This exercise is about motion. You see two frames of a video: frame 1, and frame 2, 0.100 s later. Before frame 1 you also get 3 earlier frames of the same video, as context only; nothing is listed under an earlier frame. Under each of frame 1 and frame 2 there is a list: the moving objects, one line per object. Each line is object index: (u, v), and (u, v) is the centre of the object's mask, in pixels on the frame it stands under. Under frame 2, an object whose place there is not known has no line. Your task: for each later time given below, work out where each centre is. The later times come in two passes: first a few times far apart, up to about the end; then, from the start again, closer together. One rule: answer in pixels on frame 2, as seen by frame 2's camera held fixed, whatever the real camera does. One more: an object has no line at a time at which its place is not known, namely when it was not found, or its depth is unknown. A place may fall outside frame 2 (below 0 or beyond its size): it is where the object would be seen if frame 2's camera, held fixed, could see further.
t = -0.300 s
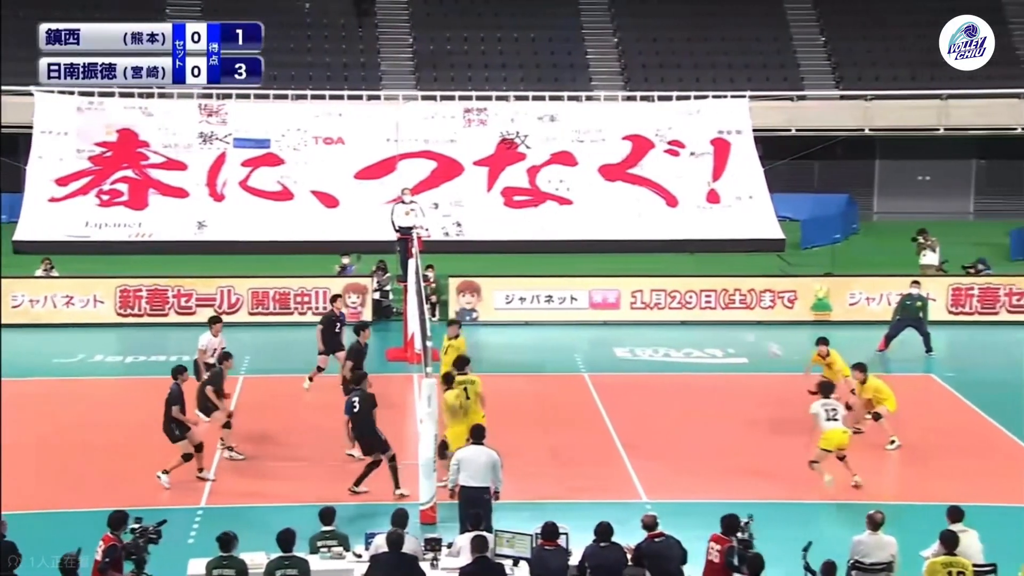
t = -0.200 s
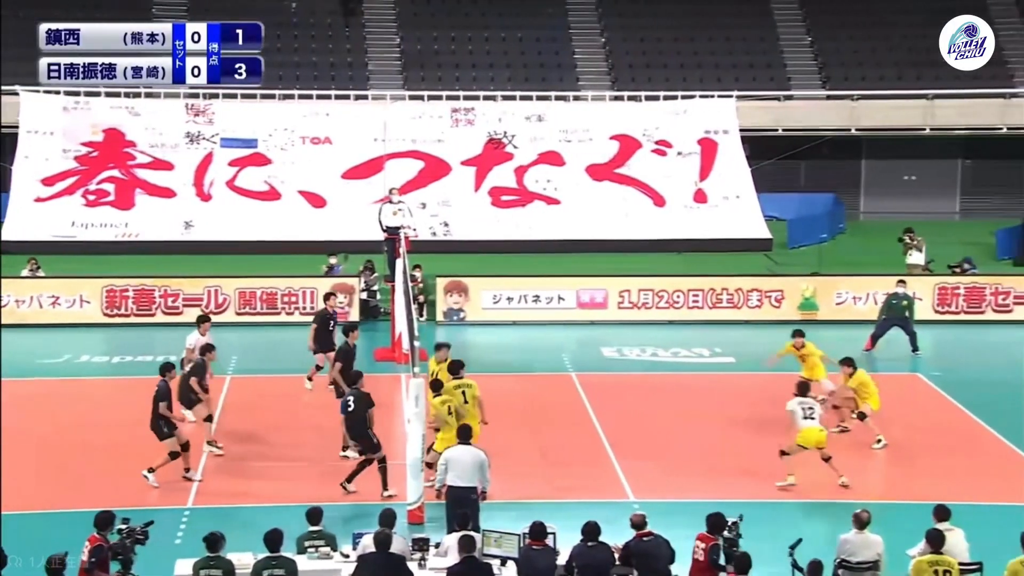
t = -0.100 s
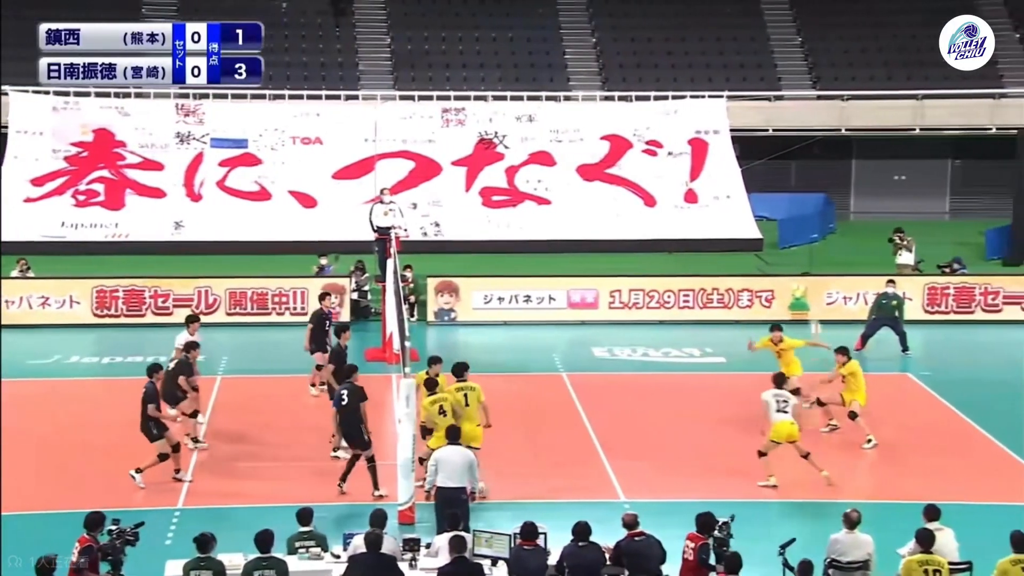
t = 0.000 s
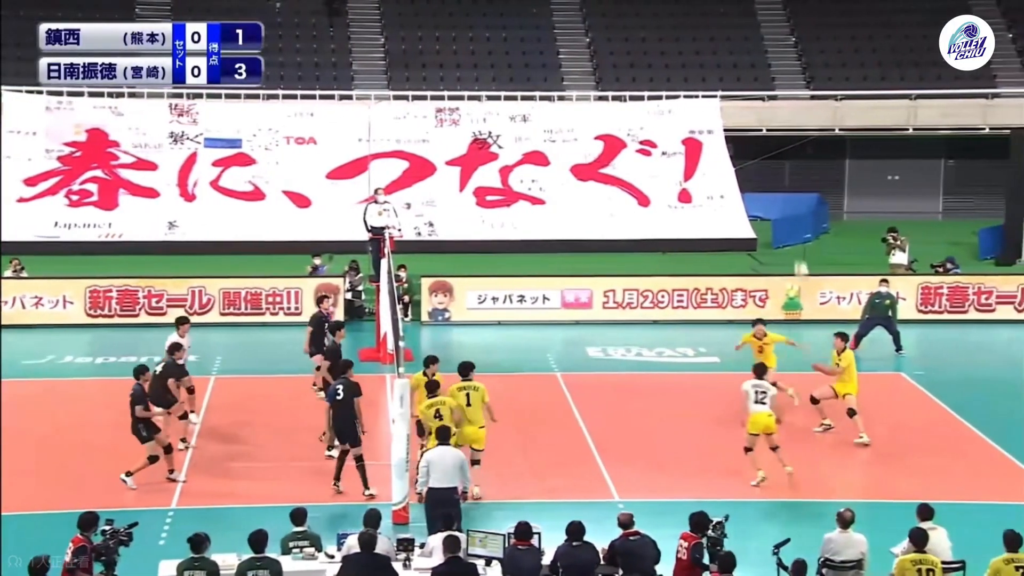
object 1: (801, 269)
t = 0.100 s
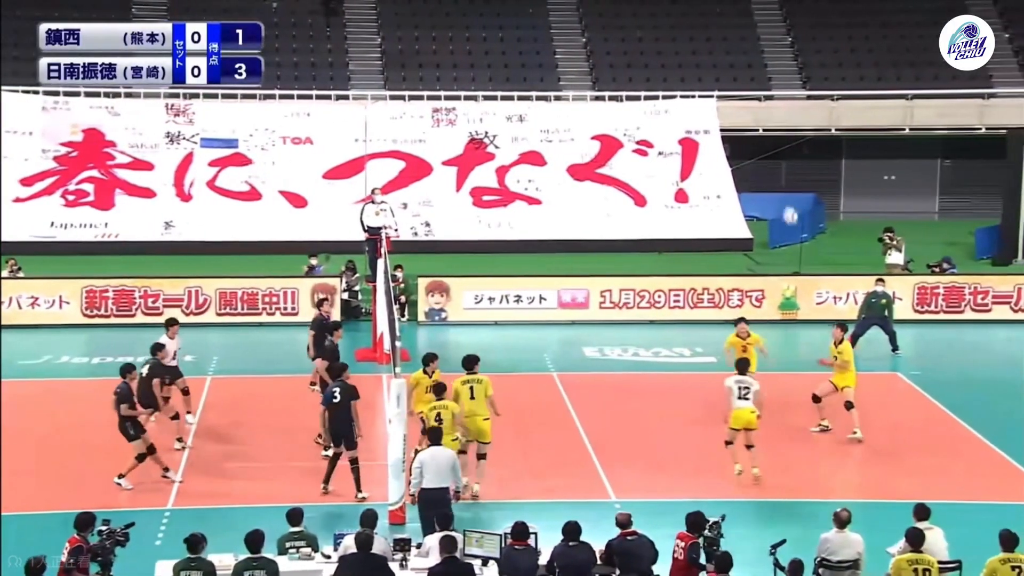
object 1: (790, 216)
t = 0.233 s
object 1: (781, 156)
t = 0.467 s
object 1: (766, 76)
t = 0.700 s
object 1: (752, 32)
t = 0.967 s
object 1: (734, 28)
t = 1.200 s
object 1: (718, 64)
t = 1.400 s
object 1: (702, 128)
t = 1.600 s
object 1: (685, 213)
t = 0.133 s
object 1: (788, 199)
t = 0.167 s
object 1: (785, 184)
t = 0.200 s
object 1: (783, 170)
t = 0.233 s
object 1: (781, 156)
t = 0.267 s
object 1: (778, 142)
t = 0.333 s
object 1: (775, 116)
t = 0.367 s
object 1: (772, 106)
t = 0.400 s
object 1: (770, 94)
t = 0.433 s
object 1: (768, 84)
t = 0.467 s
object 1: (766, 76)
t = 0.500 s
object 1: (764, 67)
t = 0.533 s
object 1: (762, 60)
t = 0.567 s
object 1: (760, 53)
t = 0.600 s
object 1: (758, 47)
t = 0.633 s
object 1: (755, 41)
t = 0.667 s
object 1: (753, 36)
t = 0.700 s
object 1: (752, 32)
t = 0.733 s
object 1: (750, 29)
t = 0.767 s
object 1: (747, 27)
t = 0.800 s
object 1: (745, 25)
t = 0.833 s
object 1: (743, 24)
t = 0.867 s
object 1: (741, 23)
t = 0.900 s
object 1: (739, 24)
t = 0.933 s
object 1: (736, 25)
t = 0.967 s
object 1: (734, 28)
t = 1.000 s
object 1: (732, 31)
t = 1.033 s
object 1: (729, 34)
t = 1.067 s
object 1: (727, 38)
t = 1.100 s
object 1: (725, 43)
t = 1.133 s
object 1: (722, 50)
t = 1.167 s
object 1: (720, 57)
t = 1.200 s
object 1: (718, 64)
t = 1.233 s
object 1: (715, 72)
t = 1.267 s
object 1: (713, 81)
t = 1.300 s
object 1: (711, 90)
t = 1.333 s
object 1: (708, 100)
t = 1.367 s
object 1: (703, 117)
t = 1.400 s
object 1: (702, 128)
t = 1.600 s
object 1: (685, 213)
